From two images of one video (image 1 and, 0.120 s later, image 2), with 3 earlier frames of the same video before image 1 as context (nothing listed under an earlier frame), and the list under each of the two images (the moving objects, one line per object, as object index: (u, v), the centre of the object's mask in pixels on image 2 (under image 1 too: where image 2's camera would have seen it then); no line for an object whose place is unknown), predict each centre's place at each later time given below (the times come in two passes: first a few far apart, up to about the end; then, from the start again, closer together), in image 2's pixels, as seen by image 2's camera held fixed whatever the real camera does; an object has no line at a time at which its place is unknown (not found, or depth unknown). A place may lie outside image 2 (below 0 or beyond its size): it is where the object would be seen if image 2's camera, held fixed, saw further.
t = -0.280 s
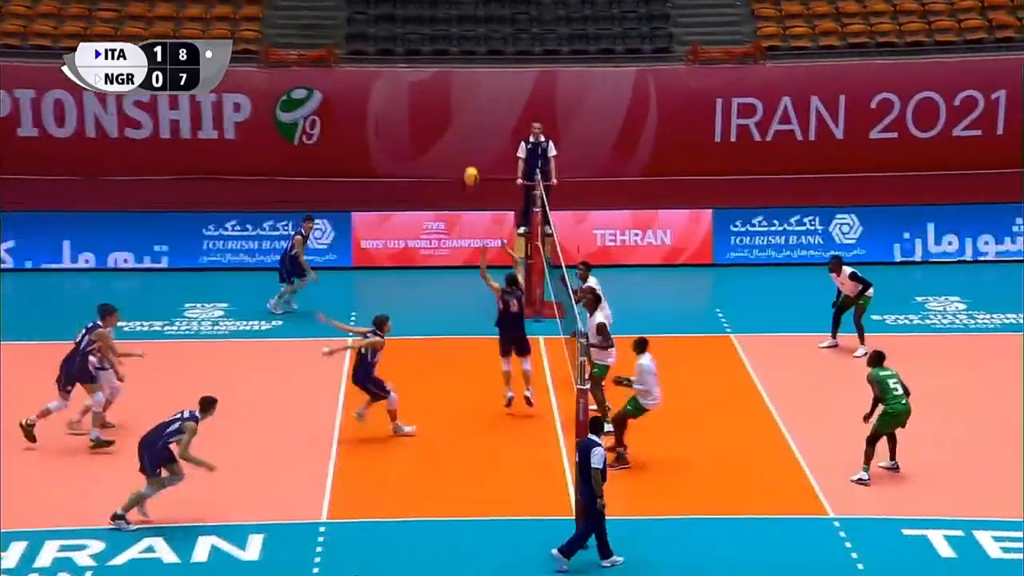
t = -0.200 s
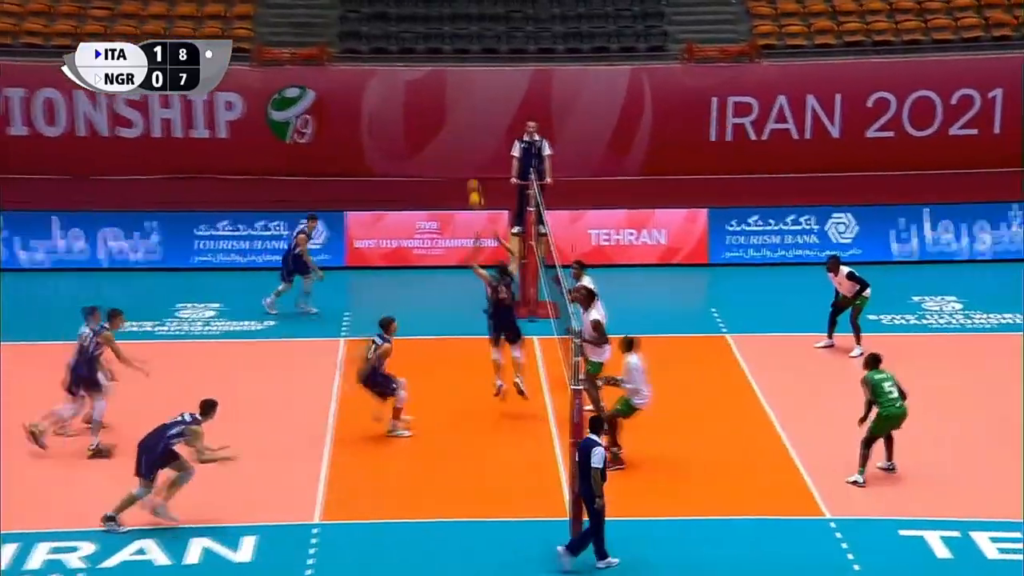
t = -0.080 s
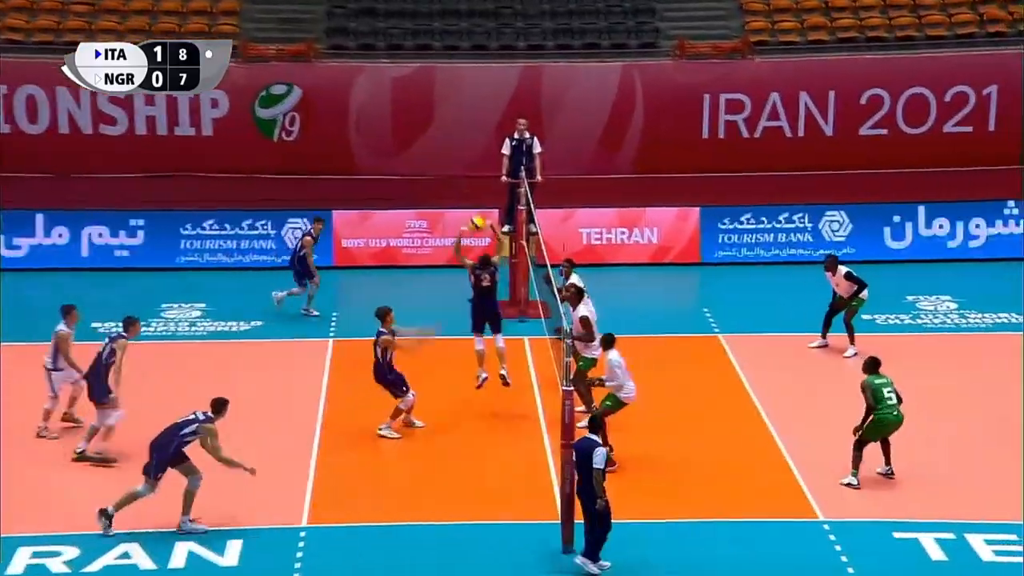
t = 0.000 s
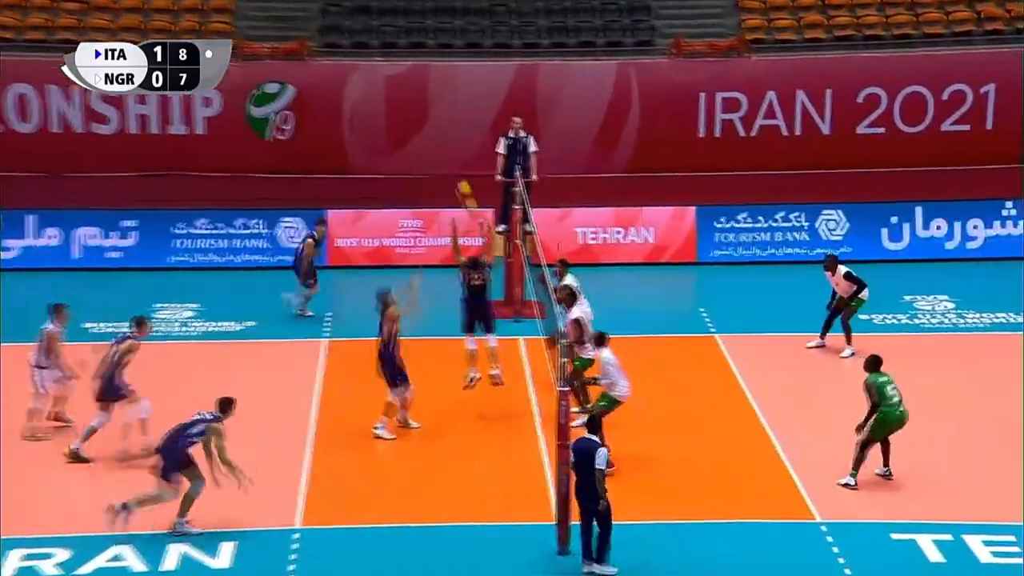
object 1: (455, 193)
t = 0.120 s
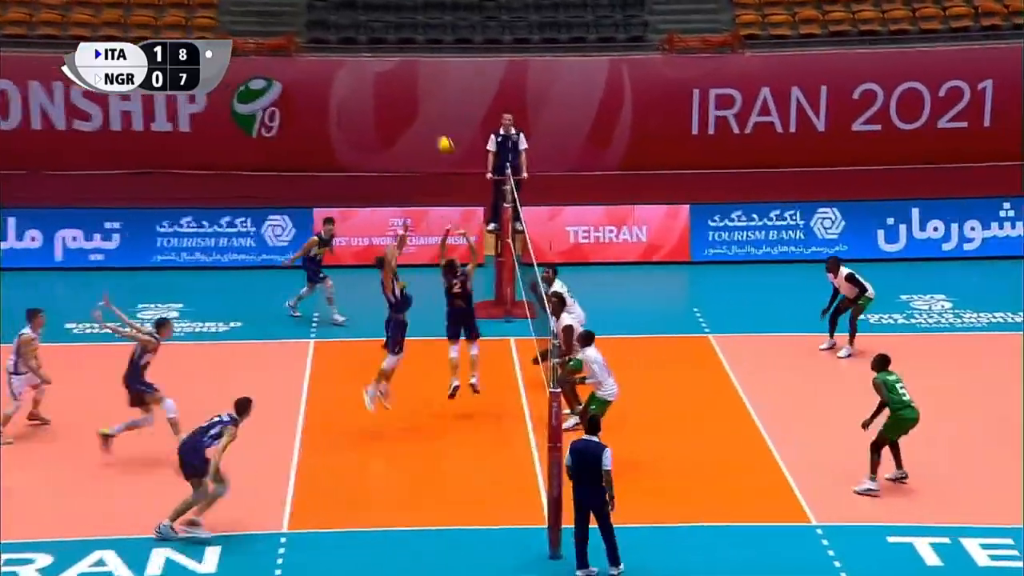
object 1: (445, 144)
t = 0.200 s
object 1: (440, 126)
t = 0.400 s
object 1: (422, 87)
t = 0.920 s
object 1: (376, 144)
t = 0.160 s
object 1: (443, 138)
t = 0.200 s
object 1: (440, 126)
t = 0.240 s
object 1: (436, 115)
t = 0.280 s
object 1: (431, 103)
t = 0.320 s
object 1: (428, 96)
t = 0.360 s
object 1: (426, 92)
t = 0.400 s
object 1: (422, 87)
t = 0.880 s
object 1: (379, 132)
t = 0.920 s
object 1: (376, 144)
